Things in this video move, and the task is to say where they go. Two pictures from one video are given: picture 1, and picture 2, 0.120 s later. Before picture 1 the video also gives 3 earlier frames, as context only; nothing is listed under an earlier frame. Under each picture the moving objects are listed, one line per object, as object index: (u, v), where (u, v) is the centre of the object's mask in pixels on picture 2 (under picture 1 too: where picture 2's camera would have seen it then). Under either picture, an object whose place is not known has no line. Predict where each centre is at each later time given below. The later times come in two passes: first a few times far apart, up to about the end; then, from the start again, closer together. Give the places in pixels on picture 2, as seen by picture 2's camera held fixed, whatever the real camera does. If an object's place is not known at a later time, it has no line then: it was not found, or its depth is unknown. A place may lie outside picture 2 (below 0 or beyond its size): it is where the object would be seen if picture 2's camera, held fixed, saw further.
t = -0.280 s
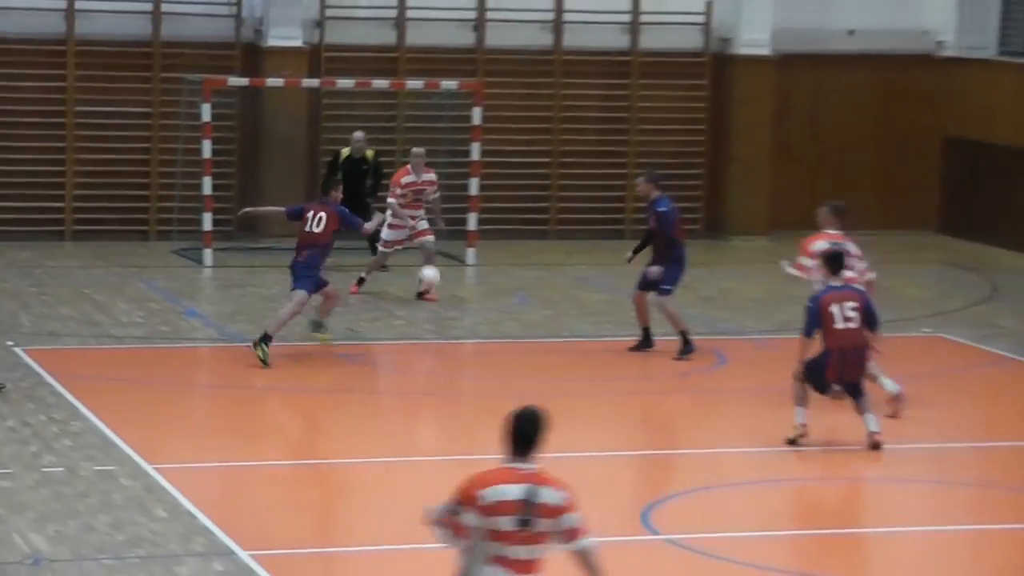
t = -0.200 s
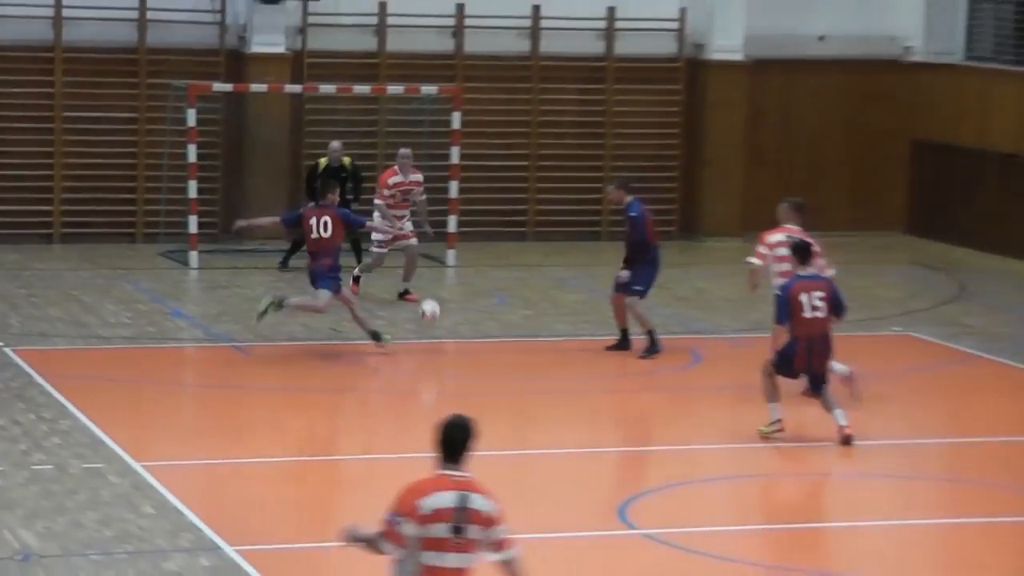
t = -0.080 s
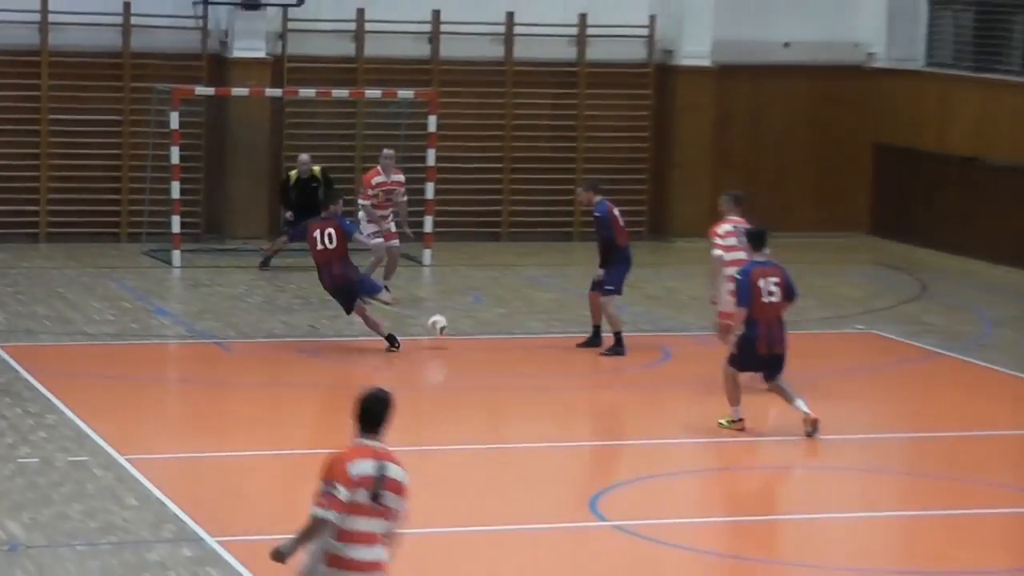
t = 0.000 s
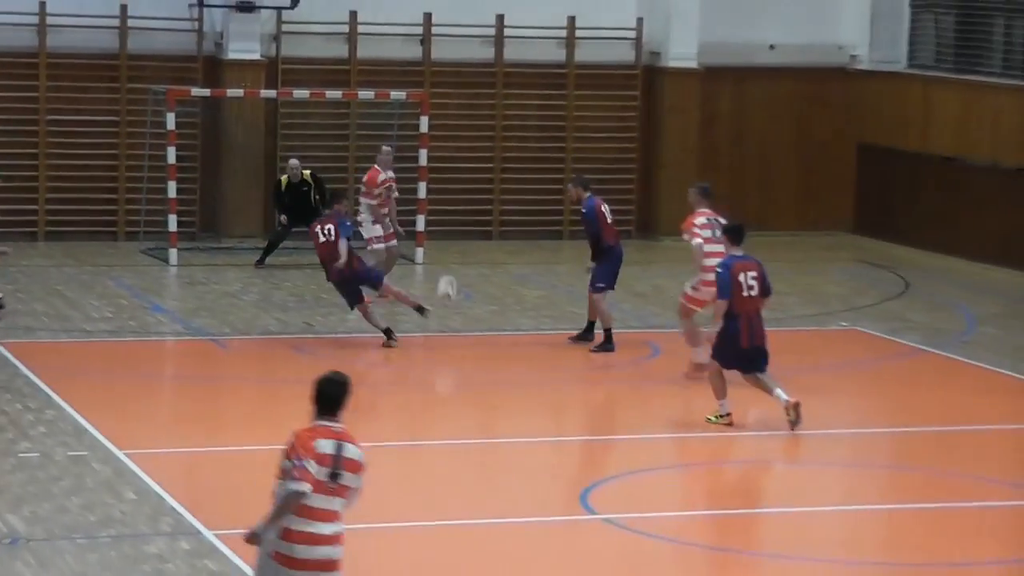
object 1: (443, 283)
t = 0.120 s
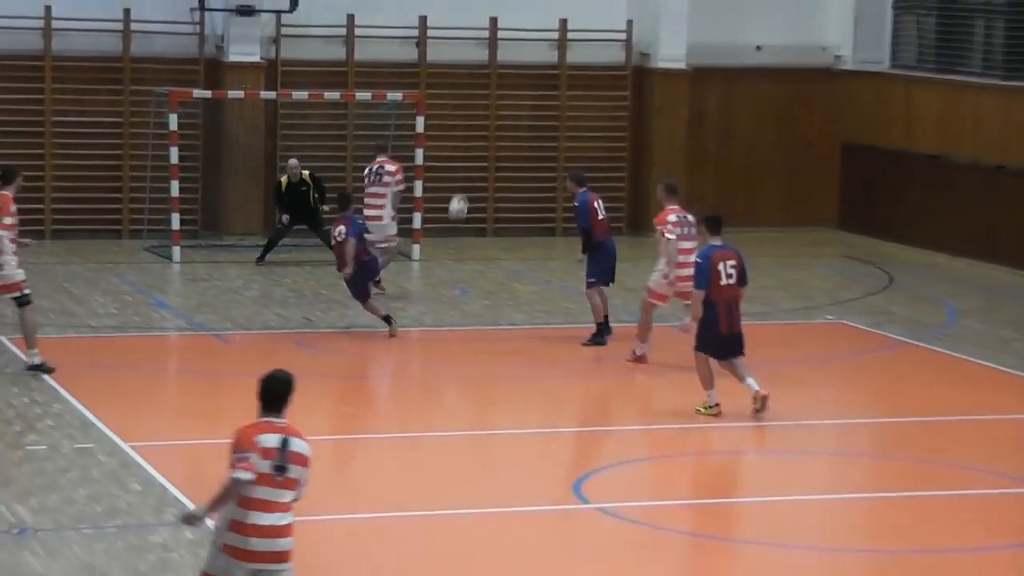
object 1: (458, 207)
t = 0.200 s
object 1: (468, 165)
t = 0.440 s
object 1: (501, 77)
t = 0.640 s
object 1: (550, 47)
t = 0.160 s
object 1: (463, 185)
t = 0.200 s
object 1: (468, 165)
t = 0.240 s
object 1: (473, 147)
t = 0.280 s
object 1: (478, 130)
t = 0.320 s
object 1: (484, 115)
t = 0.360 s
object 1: (489, 101)
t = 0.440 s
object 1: (501, 77)
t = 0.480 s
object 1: (506, 68)
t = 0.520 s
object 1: (514, 52)
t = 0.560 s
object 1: (526, 48)
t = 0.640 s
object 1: (550, 47)
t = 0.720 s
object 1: (575, 49)
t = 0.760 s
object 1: (590, 53)
